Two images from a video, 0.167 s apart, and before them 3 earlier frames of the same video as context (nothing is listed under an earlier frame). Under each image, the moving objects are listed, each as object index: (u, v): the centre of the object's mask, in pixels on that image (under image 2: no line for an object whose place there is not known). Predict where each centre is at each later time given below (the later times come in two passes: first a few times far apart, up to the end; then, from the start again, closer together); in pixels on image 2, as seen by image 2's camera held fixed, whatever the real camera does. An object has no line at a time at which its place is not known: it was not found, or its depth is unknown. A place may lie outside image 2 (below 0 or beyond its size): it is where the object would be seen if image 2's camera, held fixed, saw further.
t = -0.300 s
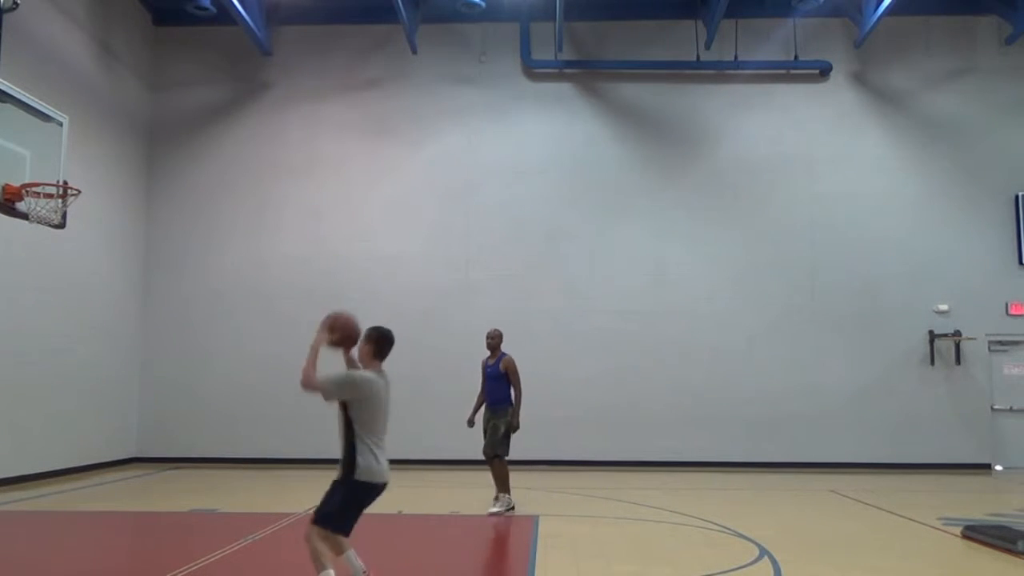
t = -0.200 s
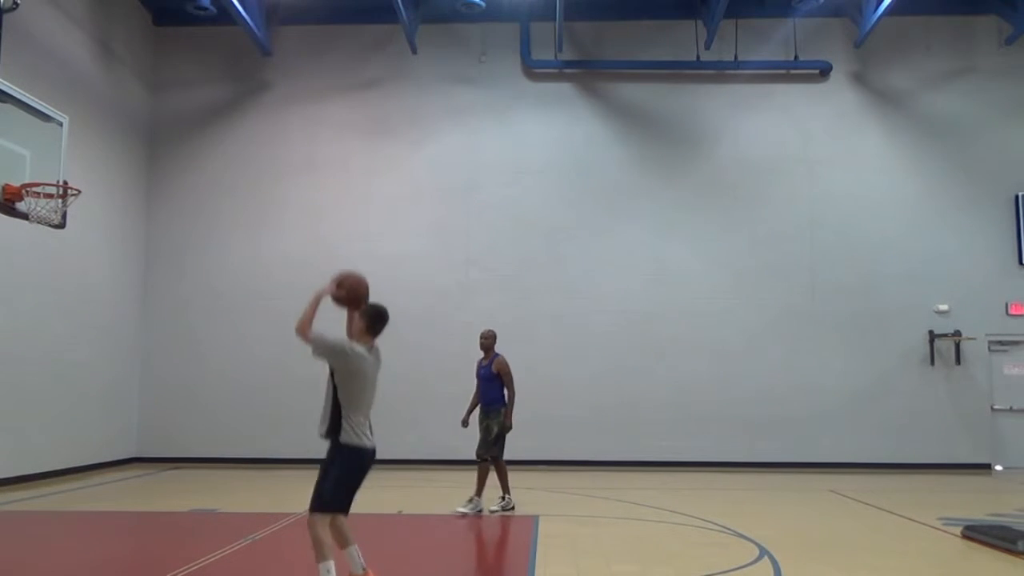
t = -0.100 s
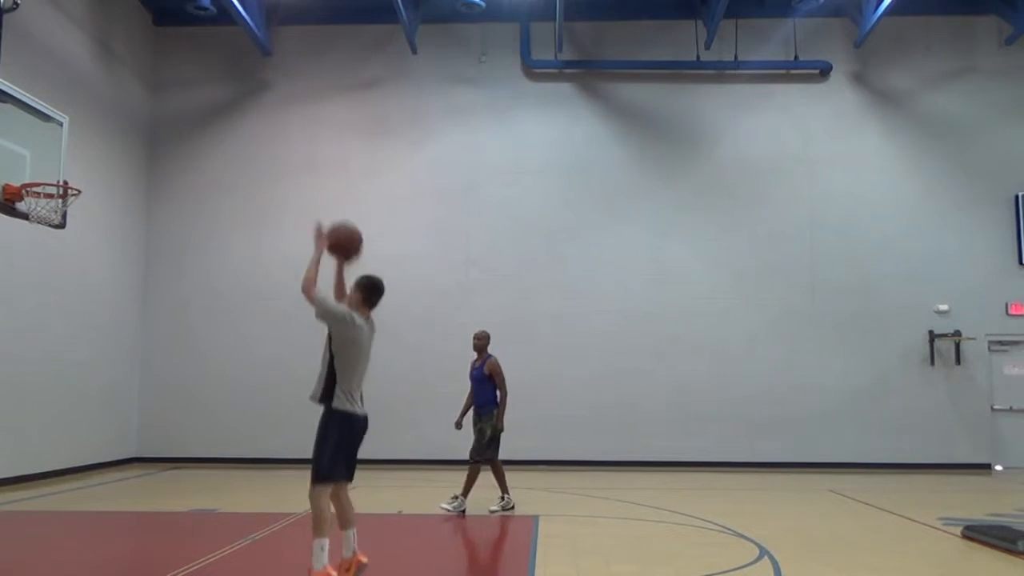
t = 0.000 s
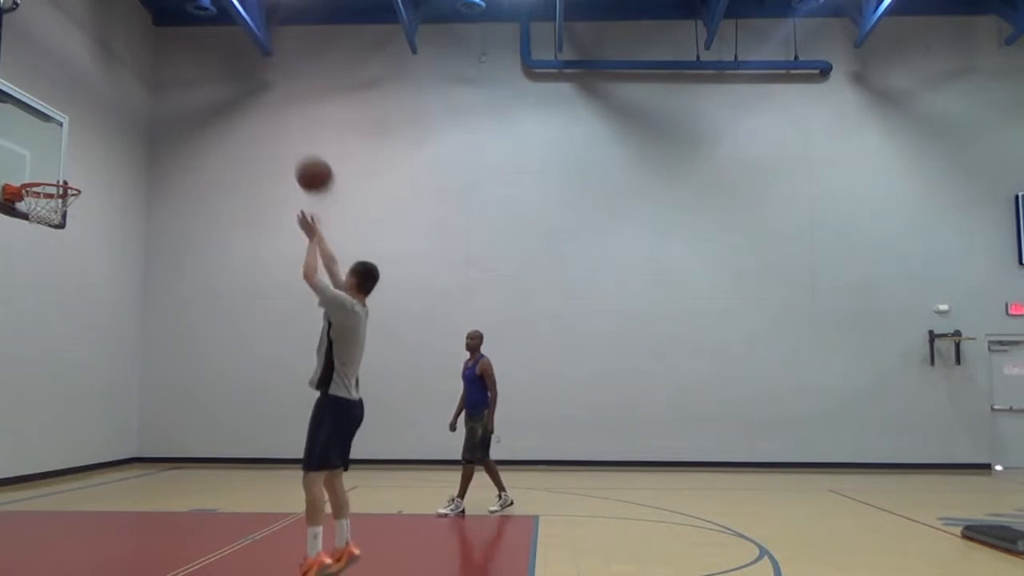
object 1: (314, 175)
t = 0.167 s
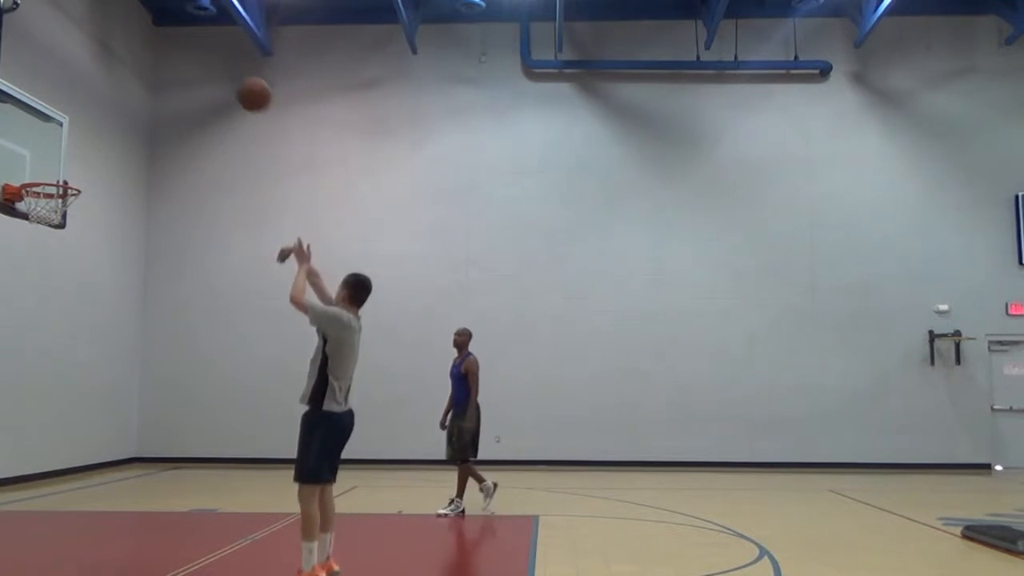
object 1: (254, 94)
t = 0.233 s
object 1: (232, 75)
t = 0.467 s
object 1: (163, 59)
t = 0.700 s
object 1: (100, 104)
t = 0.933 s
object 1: (45, 197)
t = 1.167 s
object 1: (43, 292)
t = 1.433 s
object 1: (39, 473)
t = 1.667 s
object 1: (60, 432)
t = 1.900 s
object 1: (89, 349)
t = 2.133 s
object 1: (116, 331)
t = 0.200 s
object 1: (243, 84)
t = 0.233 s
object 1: (232, 75)
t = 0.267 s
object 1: (221, 68)
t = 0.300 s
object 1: (211, 63)
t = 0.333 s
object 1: (201, 59)
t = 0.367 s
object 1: (191, 57)
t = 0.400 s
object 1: (182, 56)
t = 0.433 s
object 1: (171, 57)
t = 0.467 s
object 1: (163, 59)
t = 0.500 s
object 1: (153, 61)
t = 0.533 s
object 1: (145, 66)
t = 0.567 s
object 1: (136, 71)
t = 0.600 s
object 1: (126, 78)
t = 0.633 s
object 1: (118, 85)
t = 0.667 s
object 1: (108, 94)
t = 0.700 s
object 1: (100, 104)
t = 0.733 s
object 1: (92, 115)
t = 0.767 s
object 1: (84, 126)
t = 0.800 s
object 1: (75, 139)
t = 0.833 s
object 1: (68, 153)
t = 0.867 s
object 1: (59, 168)
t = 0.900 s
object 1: (53, 184)
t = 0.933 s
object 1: (45, 197)
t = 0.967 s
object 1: (41, 213)
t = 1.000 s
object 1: (41, 224)
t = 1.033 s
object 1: (42, 233)
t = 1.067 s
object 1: (42, 247)
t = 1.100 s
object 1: (43, 261)
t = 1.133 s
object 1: (43, 276)
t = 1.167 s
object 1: (43, 292)
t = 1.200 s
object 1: (43, 310)
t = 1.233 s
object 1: (43, 329)
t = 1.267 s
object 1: (43, 349)
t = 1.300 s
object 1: (42, 371)
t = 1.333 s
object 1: (42, 395)
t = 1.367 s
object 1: (41, 420)
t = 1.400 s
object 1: (40, 445)
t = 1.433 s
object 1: (39, 473)
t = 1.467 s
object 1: (38, 504)
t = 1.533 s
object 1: (42, 507)
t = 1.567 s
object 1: (47, 486)
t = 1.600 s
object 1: (51, 466)
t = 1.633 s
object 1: (56, 448)
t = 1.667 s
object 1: (60, 432)
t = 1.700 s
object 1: (65, 416)
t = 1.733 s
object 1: (69, 402)
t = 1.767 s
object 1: (73, 389)
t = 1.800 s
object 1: (77, 377)
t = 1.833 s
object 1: (81, 366)
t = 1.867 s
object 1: (85, 358)
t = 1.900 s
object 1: (89, 349)
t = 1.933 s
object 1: (94, 343)
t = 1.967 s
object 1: (97, 338)
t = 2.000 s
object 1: (101, 333)
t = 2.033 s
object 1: (105, 331)
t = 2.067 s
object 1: (109, 329)
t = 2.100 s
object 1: (112, 329)
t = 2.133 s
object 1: (116, 331)
